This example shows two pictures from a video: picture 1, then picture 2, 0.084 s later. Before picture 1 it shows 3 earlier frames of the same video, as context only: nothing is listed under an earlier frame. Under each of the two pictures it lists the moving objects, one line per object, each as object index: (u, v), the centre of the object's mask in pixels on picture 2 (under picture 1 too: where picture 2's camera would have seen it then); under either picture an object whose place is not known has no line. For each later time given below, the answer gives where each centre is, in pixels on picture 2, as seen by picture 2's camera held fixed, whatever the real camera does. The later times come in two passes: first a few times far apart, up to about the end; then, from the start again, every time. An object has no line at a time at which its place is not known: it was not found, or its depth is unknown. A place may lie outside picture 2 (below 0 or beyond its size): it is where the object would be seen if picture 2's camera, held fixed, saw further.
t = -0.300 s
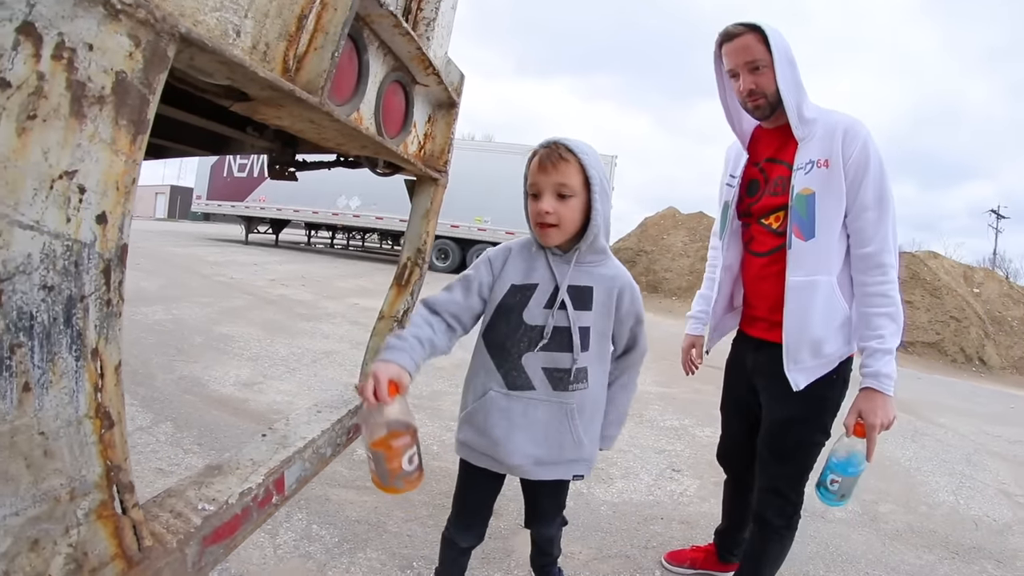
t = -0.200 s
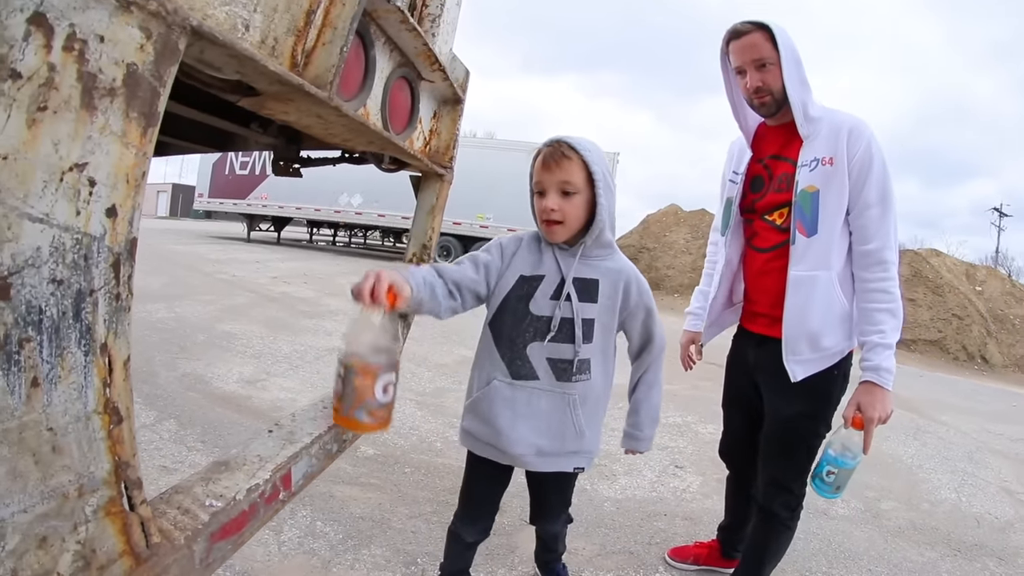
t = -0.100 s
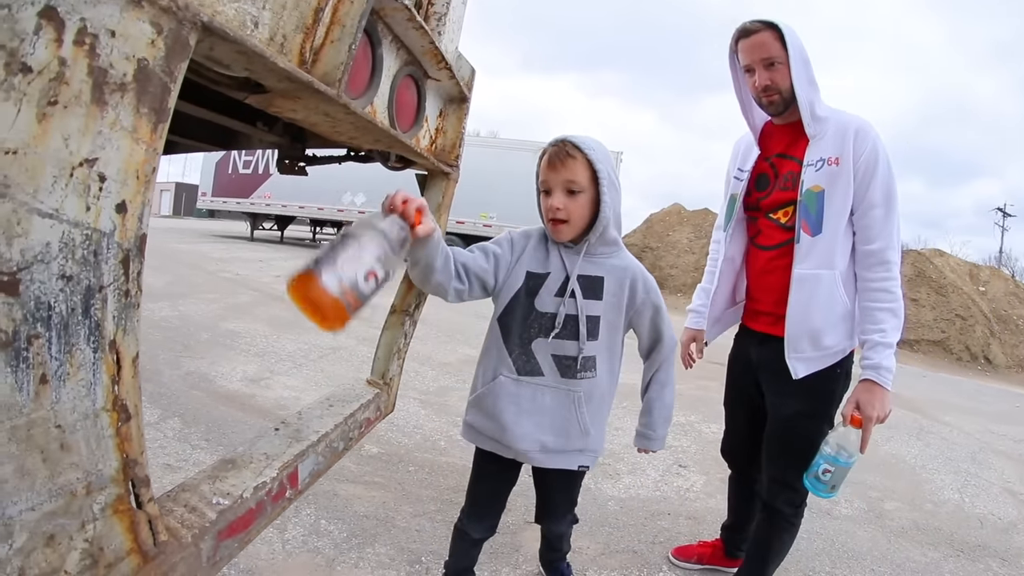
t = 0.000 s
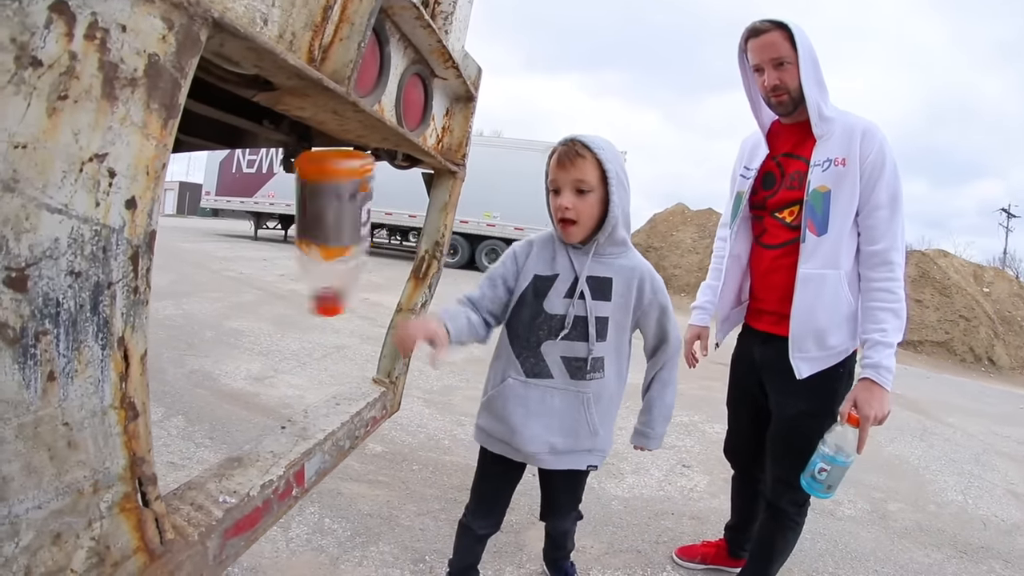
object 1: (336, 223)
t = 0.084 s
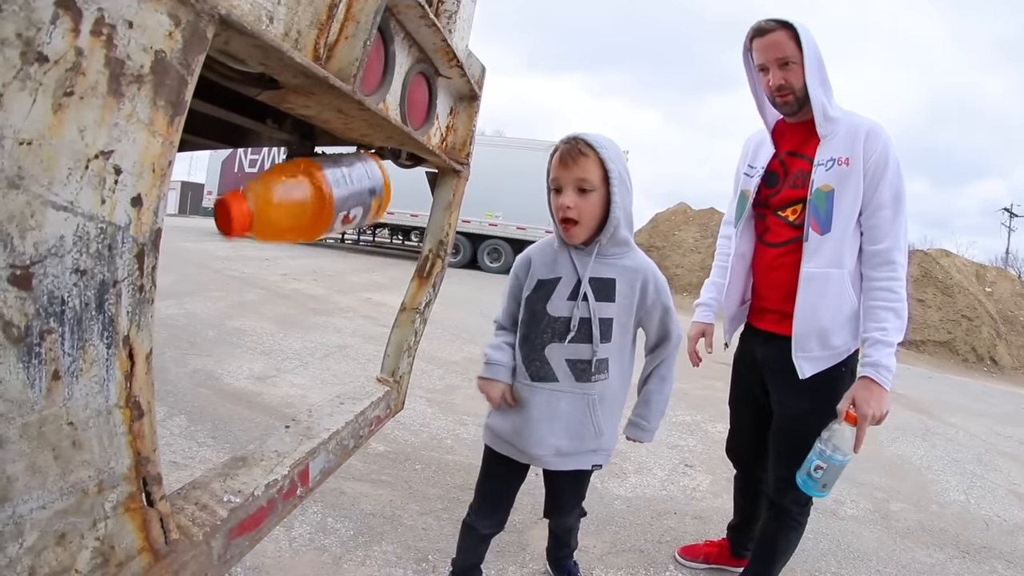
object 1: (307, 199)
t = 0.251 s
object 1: (285, 358)
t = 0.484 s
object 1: (324, 375)
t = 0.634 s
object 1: (356, 402)
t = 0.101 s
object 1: (304, 202)
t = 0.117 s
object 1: (301, 206)
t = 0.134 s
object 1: (299, 214)
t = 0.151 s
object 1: (297, 226)
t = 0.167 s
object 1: (294, 240)
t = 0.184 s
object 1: (292, 258)
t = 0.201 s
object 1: (289, 278)
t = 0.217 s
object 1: (288, 301)
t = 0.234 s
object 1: (286, 328)
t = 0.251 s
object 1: (285, 358)
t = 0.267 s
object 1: (284, 384)
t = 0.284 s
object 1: (286, 384)
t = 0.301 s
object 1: (289, 381)
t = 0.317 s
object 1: (292, 382)
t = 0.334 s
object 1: (296, 380)
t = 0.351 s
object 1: (300, 378)
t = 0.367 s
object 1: (304, 377)
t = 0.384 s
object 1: (307, 376)
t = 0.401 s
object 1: (311, 374)
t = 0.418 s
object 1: (313, 374)
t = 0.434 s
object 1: (316, 373)
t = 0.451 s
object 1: (319, 373)
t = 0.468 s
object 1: (322, 374)
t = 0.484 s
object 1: (324, 375)
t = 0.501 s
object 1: (328, 377)
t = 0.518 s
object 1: (331, 379)
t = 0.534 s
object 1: (334, 382)
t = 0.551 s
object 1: (337, 385)
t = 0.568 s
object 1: (341, 389)
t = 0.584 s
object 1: (343, 393)
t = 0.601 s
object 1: (346, 399)
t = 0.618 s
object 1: (351, 402)
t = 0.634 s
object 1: (356, 402)
